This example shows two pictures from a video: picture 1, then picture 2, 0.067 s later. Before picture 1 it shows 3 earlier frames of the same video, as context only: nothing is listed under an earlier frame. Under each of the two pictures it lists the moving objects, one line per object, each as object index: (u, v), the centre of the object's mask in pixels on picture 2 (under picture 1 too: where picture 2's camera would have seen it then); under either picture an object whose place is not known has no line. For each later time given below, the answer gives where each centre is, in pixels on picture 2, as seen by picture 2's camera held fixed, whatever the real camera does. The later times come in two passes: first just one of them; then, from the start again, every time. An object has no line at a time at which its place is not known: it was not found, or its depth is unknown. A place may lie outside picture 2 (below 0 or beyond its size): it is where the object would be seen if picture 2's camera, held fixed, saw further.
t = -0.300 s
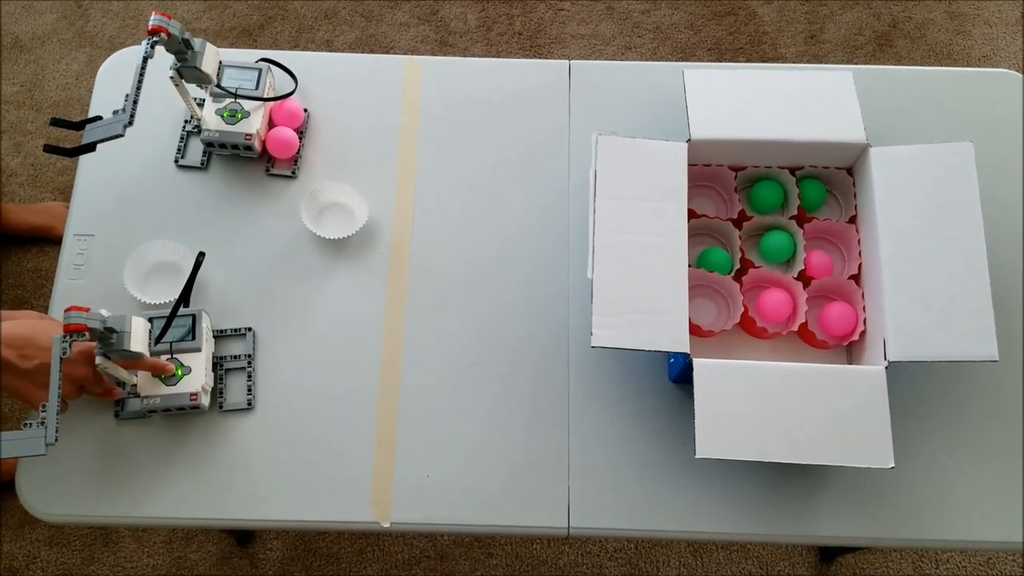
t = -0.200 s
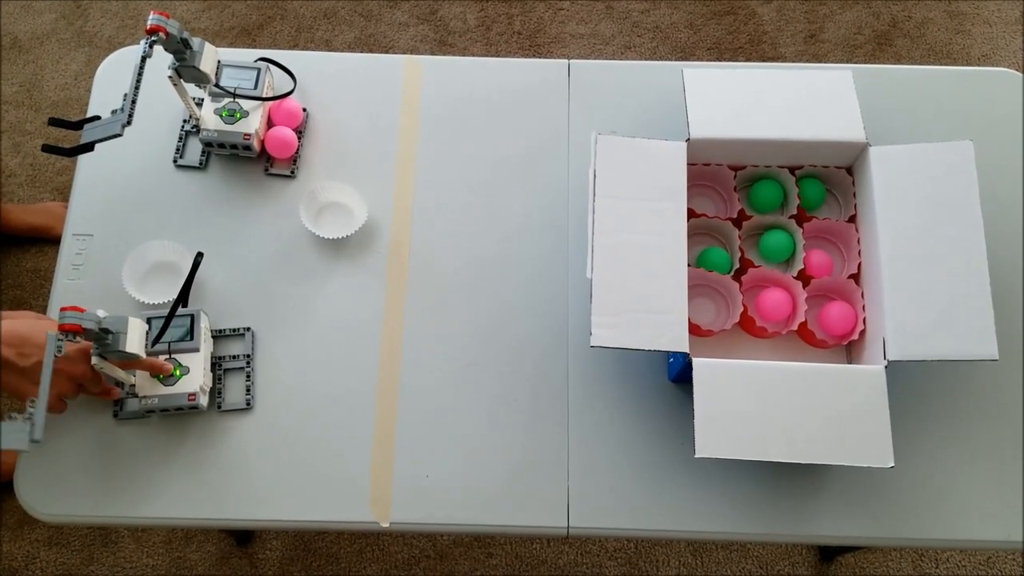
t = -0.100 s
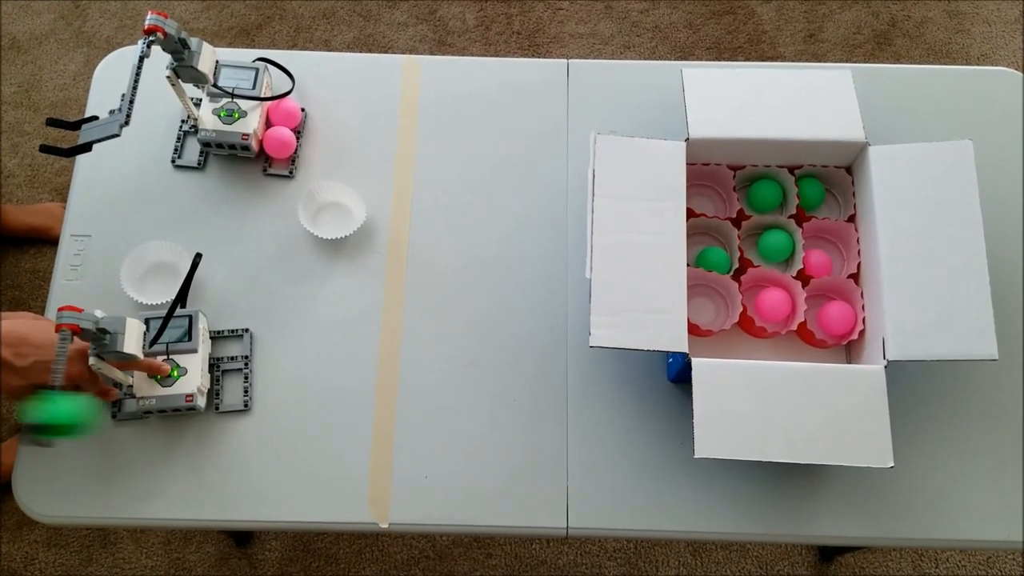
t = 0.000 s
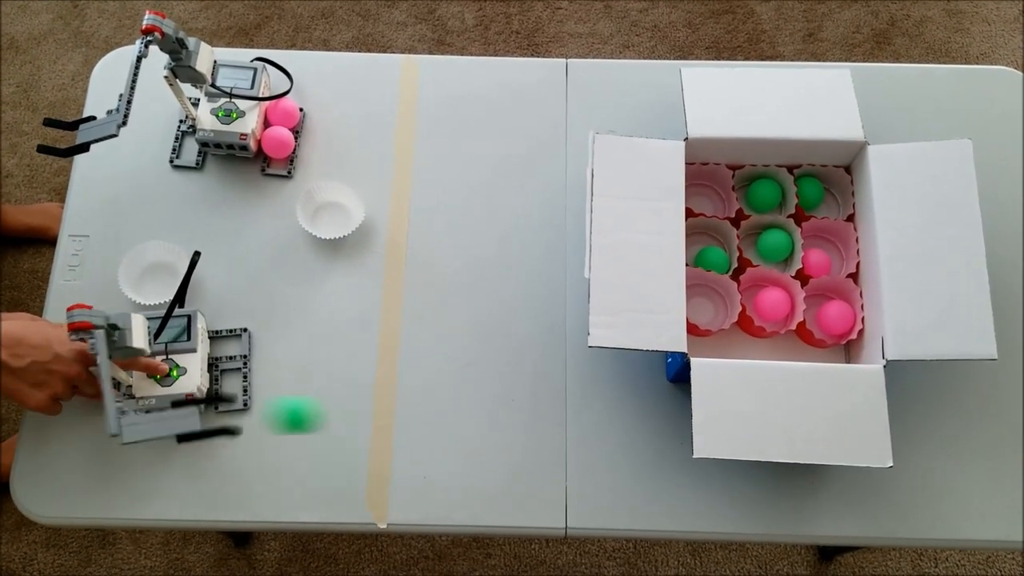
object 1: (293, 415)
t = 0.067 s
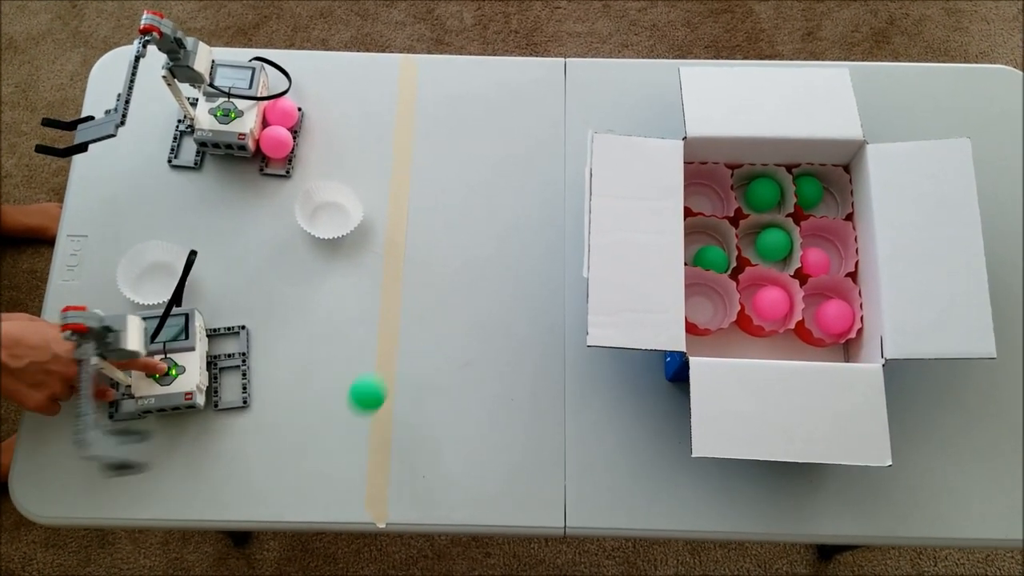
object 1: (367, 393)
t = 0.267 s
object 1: (488, 289)
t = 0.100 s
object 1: (382, 372)
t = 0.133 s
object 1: (400, 350)
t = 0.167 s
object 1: (420, 330)
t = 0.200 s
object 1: (443, 313)
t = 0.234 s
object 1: (465, 299)
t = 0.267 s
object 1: (488, 289)
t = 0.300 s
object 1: (511, 282)
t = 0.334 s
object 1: (533, 279)
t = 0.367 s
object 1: (552, 281)
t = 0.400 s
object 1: (571, 286)
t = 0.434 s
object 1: (582, 287)
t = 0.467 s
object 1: (586, 281)
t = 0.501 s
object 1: (588, 271)
